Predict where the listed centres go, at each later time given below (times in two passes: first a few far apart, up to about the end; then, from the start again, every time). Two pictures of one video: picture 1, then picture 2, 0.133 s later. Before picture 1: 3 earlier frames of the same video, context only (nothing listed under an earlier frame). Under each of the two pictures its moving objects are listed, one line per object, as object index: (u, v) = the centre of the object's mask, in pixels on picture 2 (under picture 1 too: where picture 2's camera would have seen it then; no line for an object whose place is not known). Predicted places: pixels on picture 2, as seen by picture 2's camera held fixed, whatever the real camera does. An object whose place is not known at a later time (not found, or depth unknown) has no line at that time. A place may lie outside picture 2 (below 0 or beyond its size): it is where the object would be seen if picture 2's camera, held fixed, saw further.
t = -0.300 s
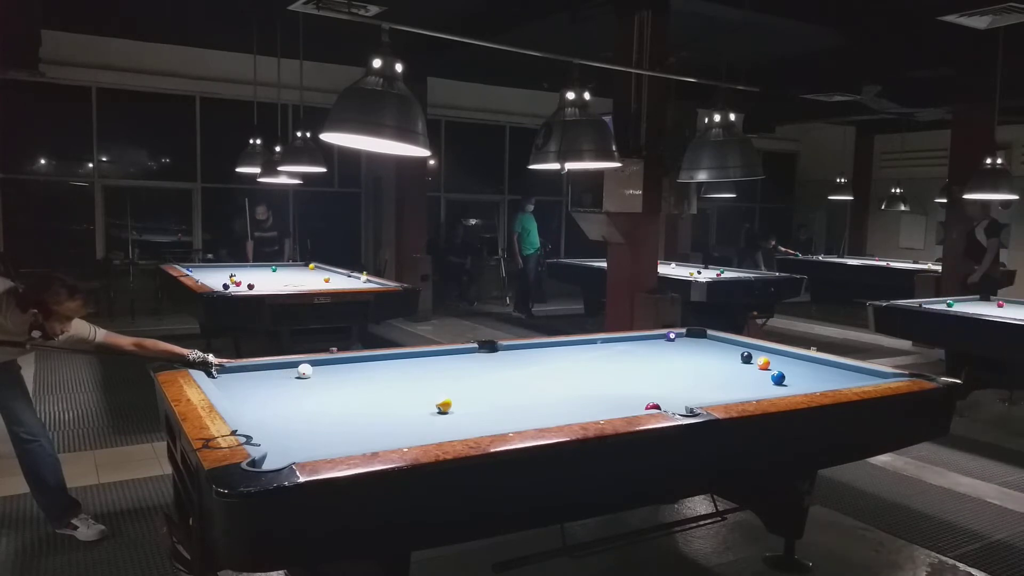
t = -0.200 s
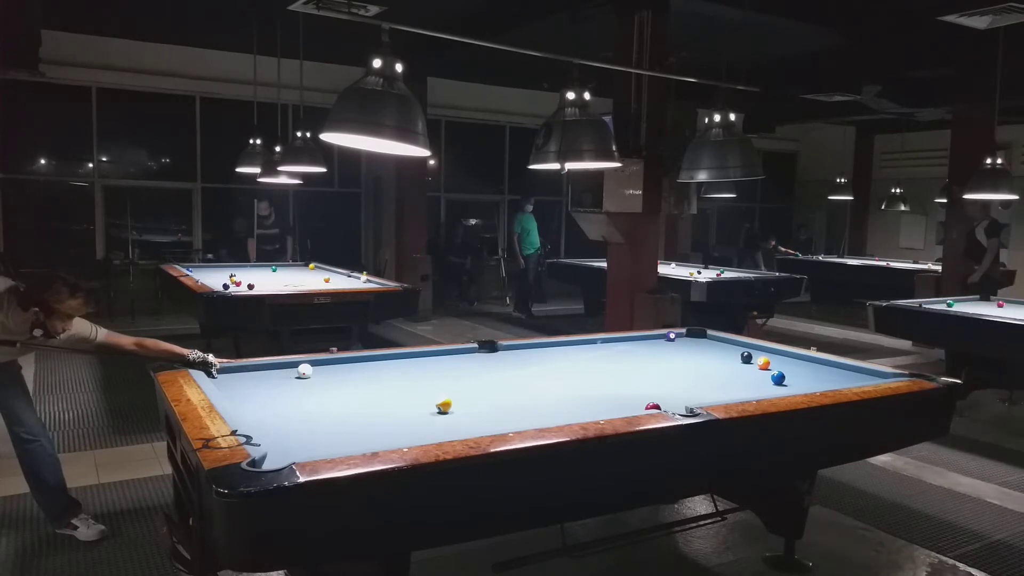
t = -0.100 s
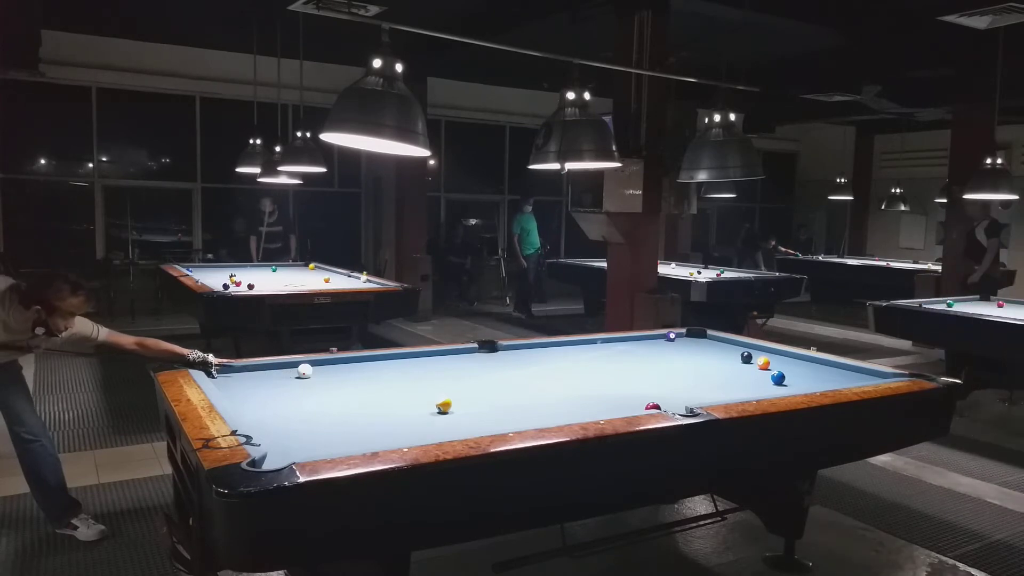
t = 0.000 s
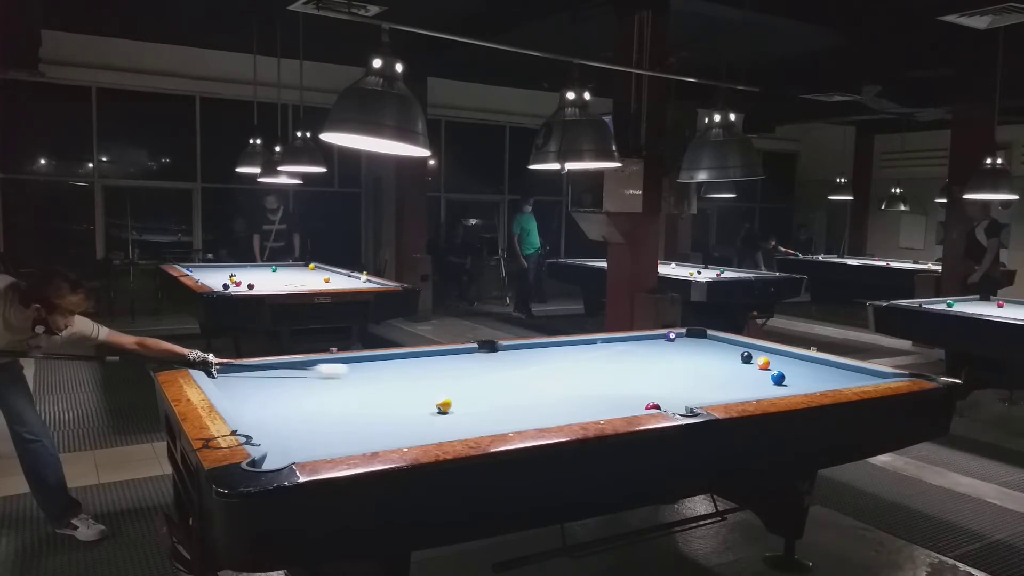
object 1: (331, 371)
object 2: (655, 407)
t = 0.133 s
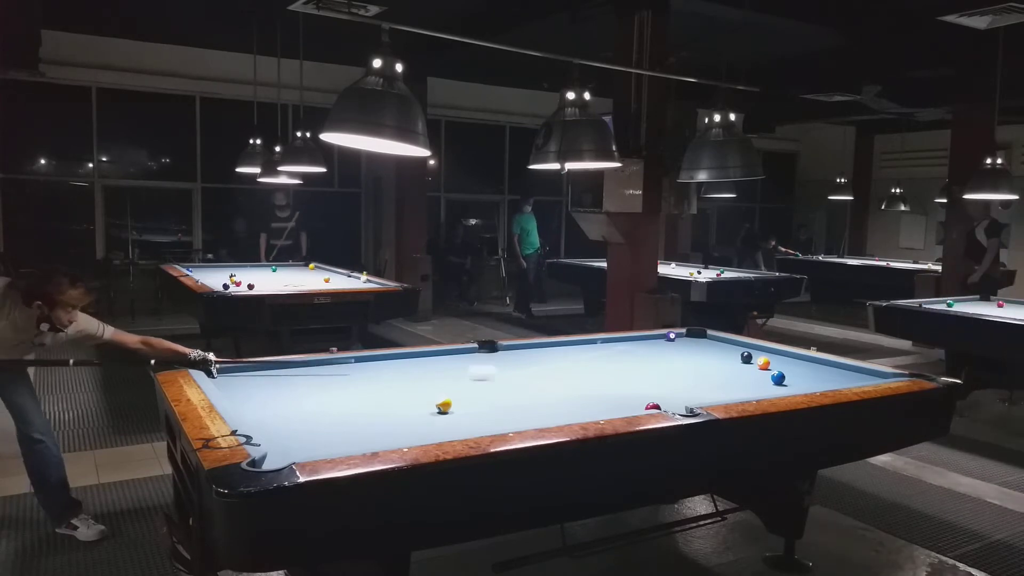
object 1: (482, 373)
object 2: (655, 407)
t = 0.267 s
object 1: (620, 378)
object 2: (653, 408)
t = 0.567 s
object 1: (814, 386)
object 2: (653, 408)
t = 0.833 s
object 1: (792, 374)
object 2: (653, 408)
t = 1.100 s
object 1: (784, 362)
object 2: (653, 408)
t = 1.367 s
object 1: (777, 352)
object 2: (651, 408)
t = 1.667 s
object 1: (736, 346)
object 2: (645, 407)
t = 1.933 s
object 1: (698, 343)
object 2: (641, 406)
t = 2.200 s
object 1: (663, 340)
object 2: (637, 406)
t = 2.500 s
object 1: (637, 338)
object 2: (630, 400)
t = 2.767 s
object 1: (632, 342)
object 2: (628, 399)
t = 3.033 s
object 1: (627, 346)
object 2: (627, 398)
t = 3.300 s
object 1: (621, 350)
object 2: (626, 398)
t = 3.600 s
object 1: (616, 354)
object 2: (626, 398)
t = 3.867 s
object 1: (611, 357)
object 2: (626, 398)
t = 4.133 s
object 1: (606, 362)
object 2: (626, 398)
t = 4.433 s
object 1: (601, 366)
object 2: (626, 398)
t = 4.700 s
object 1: (597, 371)
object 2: (626, 398)
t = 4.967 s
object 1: (593, 375)
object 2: (626, 398)
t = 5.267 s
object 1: (588, 379)
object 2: (626, 398)
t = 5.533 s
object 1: (585, 383)
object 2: (626, 398)
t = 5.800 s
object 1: (582, 386)
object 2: (626, 398)
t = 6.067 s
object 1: (580, 388)
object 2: (626, 398)
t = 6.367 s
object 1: (576, 391)
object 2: (626, 398)
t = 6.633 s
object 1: (574, 393)
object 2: (626, 398)
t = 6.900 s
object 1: (571, 395)
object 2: (626, 398)
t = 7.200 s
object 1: (569, 397)
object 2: (626, 398)
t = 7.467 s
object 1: (568, 399)
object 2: (626, 398)
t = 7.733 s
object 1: (567, 399)
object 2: (626, 398)
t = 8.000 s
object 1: (566, 400)
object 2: (626, 398)
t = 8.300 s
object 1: (567, 400)
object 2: (626, 398)
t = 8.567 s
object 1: (567, 399)
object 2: (626, 398)
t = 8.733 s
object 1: (567, 399)
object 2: (626, 397)
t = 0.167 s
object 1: (517, 373)
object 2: (653, 408)
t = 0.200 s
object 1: (552, 376)
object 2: (653, 408)
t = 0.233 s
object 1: (585, 378)
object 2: (653, 408)
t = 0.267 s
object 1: (620, 378)
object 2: (653, 408)
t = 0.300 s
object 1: (651, 377)
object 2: (653, 408)
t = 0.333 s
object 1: (686, 376)
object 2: (653, 408)
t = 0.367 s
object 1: (718, 377)
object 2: (653, 408)
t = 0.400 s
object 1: (751, 379)
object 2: (653, 408)
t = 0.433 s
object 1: (771, 380)
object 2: (653, 408)
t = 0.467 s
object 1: (781, 382)
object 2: (653, 408)
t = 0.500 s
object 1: (791, 384)
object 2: (653, 408)
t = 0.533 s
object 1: (803, 385)
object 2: (653, 408)
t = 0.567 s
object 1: (814, 386)
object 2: (653, 408)
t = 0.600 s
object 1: (810, 385)
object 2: (653, 408)
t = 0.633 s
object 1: (805, 384)
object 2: (653, 408)
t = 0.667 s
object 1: (801, 383)
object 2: (653, 408)
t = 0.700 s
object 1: (799, 381)
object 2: (653, 408)
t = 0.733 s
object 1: (797, 379)
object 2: (653, 408)
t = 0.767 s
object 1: (796, 377)
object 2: (653, 408)
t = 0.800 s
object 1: (794, 376)
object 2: (653, 408)
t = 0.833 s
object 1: (792, 374)
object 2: (653, 408)
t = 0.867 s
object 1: (791, 372)
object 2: (653, 408)
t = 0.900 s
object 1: (791, 371)
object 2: (653, 408)
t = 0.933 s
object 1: (789, 369)
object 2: (653, 408)
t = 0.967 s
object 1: (788, 368)
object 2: (653, 408)
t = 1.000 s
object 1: (787, 366)
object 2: (653, 408)
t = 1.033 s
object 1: (786, 365)
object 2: (653, 408)
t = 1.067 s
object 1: (785, 364)
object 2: (653, 408)
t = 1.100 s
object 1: (784, 362)
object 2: (653, 408)
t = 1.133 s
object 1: (783, 361)
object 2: (653, 408)
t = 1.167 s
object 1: (782, 360)
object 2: (653, 408)
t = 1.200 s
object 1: (781, 358)
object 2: (653, 408)
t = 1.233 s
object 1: (780, 357)
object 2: (653, 408)
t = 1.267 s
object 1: (779, 356)
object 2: (652, 408)
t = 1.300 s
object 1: (778, 355)
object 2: (652, 408)
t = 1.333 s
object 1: (777, 353)
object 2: (652, 408)
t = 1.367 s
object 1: (777, 352)
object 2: (651, 408)
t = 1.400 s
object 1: (776, 351)
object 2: (650, 408)
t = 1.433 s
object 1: (772, 350)
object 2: (650, 408)
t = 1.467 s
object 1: (766, 350)
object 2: (649, 407)
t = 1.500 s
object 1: (761, 349)
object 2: (649, 407)
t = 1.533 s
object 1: (756, 348)
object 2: (648, 407)
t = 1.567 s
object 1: (751, 348)
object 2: (647, 407)
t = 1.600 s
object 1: (746, 347)
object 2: (646, 407)
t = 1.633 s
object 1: (741, 347)
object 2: (646, 407)
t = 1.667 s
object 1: (736, 346)
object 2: (645, 407)
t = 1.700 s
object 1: (731, 346)
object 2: (645, 407)
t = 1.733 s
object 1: (726, 346)
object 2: (644, 407)
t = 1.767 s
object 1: (721, 345)
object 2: (643, 407)
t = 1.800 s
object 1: (717, 345)
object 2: (643, 407)
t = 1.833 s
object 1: (712, 344)
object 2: (642, 407)
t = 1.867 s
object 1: (707, 344)
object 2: (642, 406)
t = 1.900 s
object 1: (703, 344)
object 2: (641, 406)
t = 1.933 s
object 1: (698, 343)
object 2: (641, 406)
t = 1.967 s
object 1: (694, 343)
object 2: (641, 406)
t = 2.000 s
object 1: (689, 342)
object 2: (640, 406)
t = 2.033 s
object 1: (685, 342)
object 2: (639, 406)
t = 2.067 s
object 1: (681, 341)
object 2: (639, 406)
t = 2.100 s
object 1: (676, 341)
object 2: (638, 406)
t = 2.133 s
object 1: (671, 340)
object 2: (638, 406)
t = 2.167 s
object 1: (667, 340)
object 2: (638, 406)
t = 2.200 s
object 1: (663, 340)
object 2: (637, 406)
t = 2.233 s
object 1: (659, 339)
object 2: (637, 406)
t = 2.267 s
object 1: (655, 338)
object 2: (633, 403)
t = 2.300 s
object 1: (651, 338)
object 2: (633, 402)
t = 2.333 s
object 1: (647, 338)
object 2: (632, 402)
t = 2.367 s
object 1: (643, 337)
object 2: (632, 402)
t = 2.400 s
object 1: (639, 337)
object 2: (631, 402)
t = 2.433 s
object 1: (638, 338)
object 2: (631, 400)
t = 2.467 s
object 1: (638, 338)
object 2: (631, 400)
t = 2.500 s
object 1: (637, 338)
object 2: (630, 400)
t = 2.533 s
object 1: (636, 339)
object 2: (630, 400)
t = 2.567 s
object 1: (636, 339)
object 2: (629, 399)
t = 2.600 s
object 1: (635, 340)
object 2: (629, 399)
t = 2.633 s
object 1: (634, 340)
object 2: (629, 399)
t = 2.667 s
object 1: (634, 341)
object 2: (629, 399)
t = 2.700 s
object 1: (633, 341)
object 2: (628, 399)
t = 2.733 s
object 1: (632, 342)
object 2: (628, 399)
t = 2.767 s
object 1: (632, 342)
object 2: (628, 399)
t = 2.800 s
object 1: (631, 343)
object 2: (628, 399)
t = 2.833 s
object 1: (631, 343)
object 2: (627, 398)
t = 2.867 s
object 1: (630, 343)
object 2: (627, 398)
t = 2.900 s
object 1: (629, 344)
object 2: (627, 398)
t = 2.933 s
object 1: (629, 344)
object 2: (627, 398)
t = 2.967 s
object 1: (628, 345)
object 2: (627, 398)
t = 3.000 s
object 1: (627, 345)
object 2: (627, 398)
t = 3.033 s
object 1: (627, 346)
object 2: (627, 398)
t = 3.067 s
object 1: (626, 346)
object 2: (626, 398)
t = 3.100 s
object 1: (625, 347)
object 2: (626, 398)
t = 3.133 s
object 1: (625, 347)
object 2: (626, 398)
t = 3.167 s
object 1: (624, 348)
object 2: (626, 398)
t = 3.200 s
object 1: (624, 348)
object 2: (626, 398)
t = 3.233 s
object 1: (623, 349)
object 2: (626, 398)
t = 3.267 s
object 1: (622, 349)
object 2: (626, 398)
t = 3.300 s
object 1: (621, 350)
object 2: (626, 398)
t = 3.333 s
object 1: (621, 350)
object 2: (626, 398)
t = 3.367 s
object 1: (620, 350)
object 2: (626, 398)
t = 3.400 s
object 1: (620, 351)
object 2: (626, 398)
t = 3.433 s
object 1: (619, 351)
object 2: (626, 398)
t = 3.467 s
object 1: (619, 352)
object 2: (626, 398)
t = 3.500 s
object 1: (618, 352)
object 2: (626, 398)
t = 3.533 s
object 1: (617, 353)
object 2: (626, 398)
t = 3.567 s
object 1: (617, 353)
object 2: (626, 398)
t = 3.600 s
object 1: (616, 354)
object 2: (626, 398)
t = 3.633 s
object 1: (615, 354)
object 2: (626, 398)
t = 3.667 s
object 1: (615, 355)
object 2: (626, 398)
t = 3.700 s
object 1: (614, 355)
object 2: (626, 398)
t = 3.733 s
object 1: (614, 355)
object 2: (626, 398)
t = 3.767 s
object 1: (613, 356)
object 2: (626, 398)
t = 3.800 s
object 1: (612, 356)
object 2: (626, 398)
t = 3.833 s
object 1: (612, 357)
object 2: (626, 398)
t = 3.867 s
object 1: (611, 357)
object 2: (626, 398)
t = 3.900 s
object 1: (610, 358)
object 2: (626, 398)
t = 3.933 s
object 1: (609, 358)
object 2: (626, 398)
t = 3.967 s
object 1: (609, 359)
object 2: (626, 398)
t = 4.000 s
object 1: (608, 360)
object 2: (626, 398)
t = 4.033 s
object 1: (607, 360)
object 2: (626, 398)
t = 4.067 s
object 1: (607, 361)
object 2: (626, 398)
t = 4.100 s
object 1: (607, 361)
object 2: (626, 398)
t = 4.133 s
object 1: (606, 362)
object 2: (626, 398)
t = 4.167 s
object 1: (606, 362)
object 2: (626, 398)
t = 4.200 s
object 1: (605, 362)
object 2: (626, 398)
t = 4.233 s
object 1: (605, 363)
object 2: (626, 398)
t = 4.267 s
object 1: (604, 363)
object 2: (626, 398)
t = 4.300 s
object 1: (604, 364)
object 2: (626, 398)
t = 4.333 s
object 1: (604, 364)
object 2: (626, 398)
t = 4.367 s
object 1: (602, 365)
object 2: (626, 398)
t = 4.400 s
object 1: (602, 366)
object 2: (626, 398)
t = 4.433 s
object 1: (601, 366)
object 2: (626, 398)
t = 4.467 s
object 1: (600, 367)
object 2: (626, 398)
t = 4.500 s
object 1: (600, 367)
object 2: (626, 398)
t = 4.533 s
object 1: (600, 367)
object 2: (626, 398)
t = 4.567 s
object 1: (599, 368)
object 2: (626, 398)
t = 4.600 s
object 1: (599, 368)
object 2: (626, 398)
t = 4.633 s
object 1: (598, 369)
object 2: (626, 398)
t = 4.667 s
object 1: (598, 369)
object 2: (626, 398)
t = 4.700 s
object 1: (597, 371)
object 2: (626, 398)
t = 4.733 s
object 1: (597, 371)
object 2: (626, 398)
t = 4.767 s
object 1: (596, 371)
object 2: (626, 398)
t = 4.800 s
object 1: (596, 372)
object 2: (626, 398)
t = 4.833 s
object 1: (595, 374)
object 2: (626, 398)
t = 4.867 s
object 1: (595, 373)
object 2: (626, 398)
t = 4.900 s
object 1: (594, 374)
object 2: (626, 398)
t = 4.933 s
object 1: (594, 375)
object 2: (626, 398)
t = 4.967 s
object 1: (593, 375)
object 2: (626, 398)
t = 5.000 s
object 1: (592, 375)
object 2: (626, 398)
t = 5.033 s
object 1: (592, 375)
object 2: (626, 398)
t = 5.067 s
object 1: (591, 375)
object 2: (626, 398)
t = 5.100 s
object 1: (591, 377)
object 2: (626, 398)
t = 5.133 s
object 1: (591, 377)
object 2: (626, 398)
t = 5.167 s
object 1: (590, 378)
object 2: (626, 398)
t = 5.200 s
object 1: (590, 379)
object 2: (626, 398)
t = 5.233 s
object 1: (590, 379)
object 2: (626, 398)
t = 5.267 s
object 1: (588, 379)
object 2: (626, 398)
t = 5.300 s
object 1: (588, 380)
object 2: (626, 398)
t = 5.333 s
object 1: (588, 380)
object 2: (626, 398)
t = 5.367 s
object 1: (587, 381)
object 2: (626, 398)
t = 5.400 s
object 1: (587, 381)
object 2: (626, 398)
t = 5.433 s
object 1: (587, 382)
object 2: (626, 398)
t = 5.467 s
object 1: (586, 382)
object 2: (626, 398)
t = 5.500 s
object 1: (586, 383)
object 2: (626, 398)
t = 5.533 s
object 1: (585, 383)
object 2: (626, 398)
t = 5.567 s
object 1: (585, 384)
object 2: (626, 398)
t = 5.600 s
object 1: (585, 384)
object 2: (626, 398)
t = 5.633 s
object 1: (584, 384)
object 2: (626, 398)
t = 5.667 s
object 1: (583, 384)
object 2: (626, 398)
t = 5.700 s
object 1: (583, 384)
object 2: (626, 398)
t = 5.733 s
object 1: (583, 384)
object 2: (626, 398)
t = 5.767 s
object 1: (582, 385)
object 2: (626, 398)
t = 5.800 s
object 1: (582, 386)
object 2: (626, 398)
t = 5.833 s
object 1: (582, 386)
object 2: (626, 398)
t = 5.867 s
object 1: (582, 386)
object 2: (626, 398)
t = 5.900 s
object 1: (582, 386)
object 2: (626, 398)
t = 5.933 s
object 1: (581, 387)
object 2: (626, 398)
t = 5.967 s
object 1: (581, 388)
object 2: (626, 398)
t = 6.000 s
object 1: (581, 388)
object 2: (626, 398)
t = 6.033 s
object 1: (580, 388)
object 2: (626, 398)
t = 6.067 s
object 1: (580, 388)
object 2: (626, 398)
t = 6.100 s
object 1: (579, 388)
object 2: (626, 398)
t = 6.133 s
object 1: (579, 389)
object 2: (626, 398)
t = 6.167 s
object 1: (578, 389)
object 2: (626, 398)
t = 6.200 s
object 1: (578, 390)
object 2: (626, 398)
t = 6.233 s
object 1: (578, 390)
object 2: (626, 398)
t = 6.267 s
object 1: (577, 391)
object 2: (626, 398)
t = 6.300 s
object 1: (577, 391)
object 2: (626, 398)
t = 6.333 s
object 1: (577, 391)
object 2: (626, 398)
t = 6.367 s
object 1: (576, 391)
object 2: (626, 398)
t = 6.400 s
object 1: (576, 391)
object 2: (626, 398)
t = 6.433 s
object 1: (576, 392)
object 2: (626, 398)
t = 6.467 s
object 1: (576, 392)
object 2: (626, 398)
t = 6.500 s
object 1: (575, 392)
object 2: (626, 398)
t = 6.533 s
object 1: (575, 392)
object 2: (626, 398)
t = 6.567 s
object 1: (575, 393)
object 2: (626, 398)
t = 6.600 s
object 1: (574, 393)
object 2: (626, 398)
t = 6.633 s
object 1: (574, 393)
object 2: (626, 398)
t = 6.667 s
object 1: (573, 394)
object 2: (626, 398)
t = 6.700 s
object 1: (573, 394)
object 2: (626, 398)
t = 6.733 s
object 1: (572, 394)
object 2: (626, 398)
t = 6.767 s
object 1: (572, 395)
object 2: (626, 398)
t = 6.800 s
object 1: (571, 395)
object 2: (626, 398)
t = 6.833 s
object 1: (571, 395)
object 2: (626, 398)
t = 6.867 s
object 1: (571, 395)
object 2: (626, 398)
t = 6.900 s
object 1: (571, 395)
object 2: (626, 398)
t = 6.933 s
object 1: (571, 395)
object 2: (626, 398)
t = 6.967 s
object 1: (571, 395)
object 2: (626, 398)
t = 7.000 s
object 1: (571, 395)
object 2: (626, 398)
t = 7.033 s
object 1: (570, 396)
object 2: (626, 398)
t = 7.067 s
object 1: (570, 396)
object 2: (626, 398)
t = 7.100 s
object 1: (570, 397)
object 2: (626, 398)
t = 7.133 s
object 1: (569, 396)
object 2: (626, 398)
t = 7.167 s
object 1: (569, 397)
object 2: (626, 398)
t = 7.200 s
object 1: (569, 397)
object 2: (626, 398)
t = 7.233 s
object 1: (569, 398)
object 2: (626, 398)
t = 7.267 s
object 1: (569, 398)
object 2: (626, 398)
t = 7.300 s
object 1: (569, 398)
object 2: (626, 398)
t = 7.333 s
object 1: (569, 398)
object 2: (626, 398)
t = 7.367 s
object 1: (568, 398)
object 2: (626, 398)
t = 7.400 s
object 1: (568, 398)
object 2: (626, 398)
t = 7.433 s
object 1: (568, 399)
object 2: (626, 398)
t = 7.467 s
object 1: (568, 399)
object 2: (626, 398)
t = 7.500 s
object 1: (567, 398)
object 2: (626, 398)
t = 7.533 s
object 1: (567, 399)
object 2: (626, 398)
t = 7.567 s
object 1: (567, 398)
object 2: (626, 398)
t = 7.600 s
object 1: (567, 399)
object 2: (626, 398)
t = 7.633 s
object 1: (567, 399)
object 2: (626, 398)
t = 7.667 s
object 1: (567, 399)
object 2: (626, 398)
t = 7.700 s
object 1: (567, 399)
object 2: (626, 398)
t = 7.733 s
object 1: (567, 399)
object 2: (626, 398)
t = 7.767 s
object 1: (567, 399)
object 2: (626, 398)
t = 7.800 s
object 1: (567, 399)
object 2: (626, 398)
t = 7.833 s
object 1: (567, 399)
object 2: (626, 398)
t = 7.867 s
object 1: (567, 400)
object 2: (626, 398)
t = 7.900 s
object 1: (567, 400)
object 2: (626, 398)
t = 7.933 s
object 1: (566, 400)
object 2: (626, 398)
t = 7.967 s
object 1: (566, 400)
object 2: (626, 398)
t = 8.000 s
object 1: (566, 400)
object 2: (626, 398)
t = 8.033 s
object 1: (566, 400)
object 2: (626, 398)
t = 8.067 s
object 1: (566, 400)
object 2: (626, 398)
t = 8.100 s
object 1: (566, 400)
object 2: (626, 398)
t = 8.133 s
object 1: (566, 400)
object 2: (626, 398)
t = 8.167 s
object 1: (567, 400)
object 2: (626, 398)
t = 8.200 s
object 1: (567, 400)
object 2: (626, 398)
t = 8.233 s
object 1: (567, 400)
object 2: (626, 398)
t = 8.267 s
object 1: (567, 399)
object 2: (626, 398)
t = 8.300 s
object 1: (567, 400)
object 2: (626, 398)
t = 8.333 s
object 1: (567, 400)
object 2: (626, 398)
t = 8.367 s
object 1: (567, 400)
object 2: (626, 398)
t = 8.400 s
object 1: (567, 399)
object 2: (626, 398)
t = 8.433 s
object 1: (567, 399)
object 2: (626, 398)
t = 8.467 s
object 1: (567, 399)
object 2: (626, 398)
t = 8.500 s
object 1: (567, 399)
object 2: (626, 398)
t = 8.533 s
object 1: (567, 399)
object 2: (626, 398)
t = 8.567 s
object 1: (567, 399)
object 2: (626, 398)
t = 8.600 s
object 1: (567, 399)
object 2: (626, 398)
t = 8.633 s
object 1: (567, 399)
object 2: (626, 398)
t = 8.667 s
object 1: (567, 399)
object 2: (626, 398)
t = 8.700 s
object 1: (567, 399)
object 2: (626, 398)
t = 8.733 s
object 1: (567, 399)
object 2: (626, 397)
